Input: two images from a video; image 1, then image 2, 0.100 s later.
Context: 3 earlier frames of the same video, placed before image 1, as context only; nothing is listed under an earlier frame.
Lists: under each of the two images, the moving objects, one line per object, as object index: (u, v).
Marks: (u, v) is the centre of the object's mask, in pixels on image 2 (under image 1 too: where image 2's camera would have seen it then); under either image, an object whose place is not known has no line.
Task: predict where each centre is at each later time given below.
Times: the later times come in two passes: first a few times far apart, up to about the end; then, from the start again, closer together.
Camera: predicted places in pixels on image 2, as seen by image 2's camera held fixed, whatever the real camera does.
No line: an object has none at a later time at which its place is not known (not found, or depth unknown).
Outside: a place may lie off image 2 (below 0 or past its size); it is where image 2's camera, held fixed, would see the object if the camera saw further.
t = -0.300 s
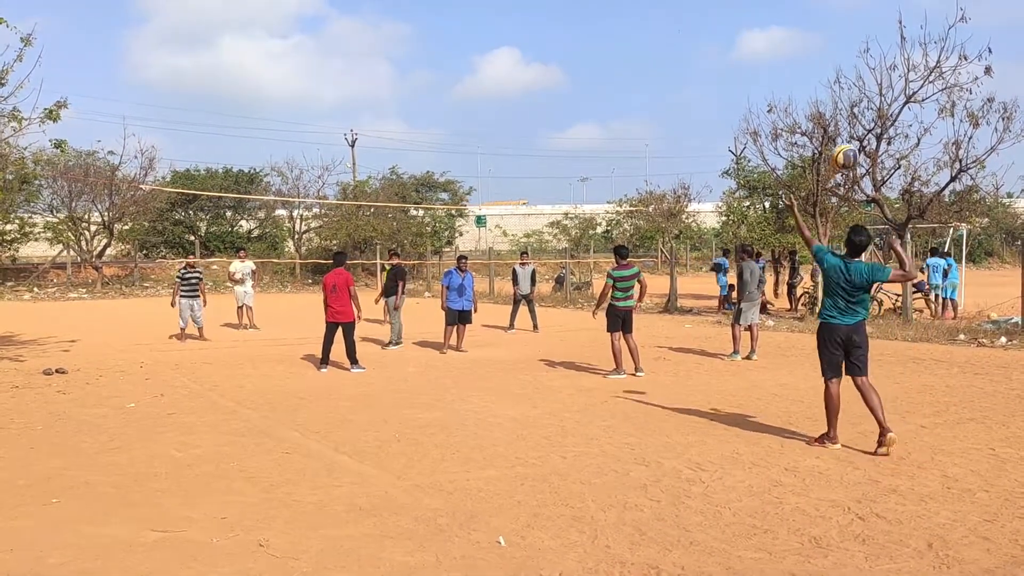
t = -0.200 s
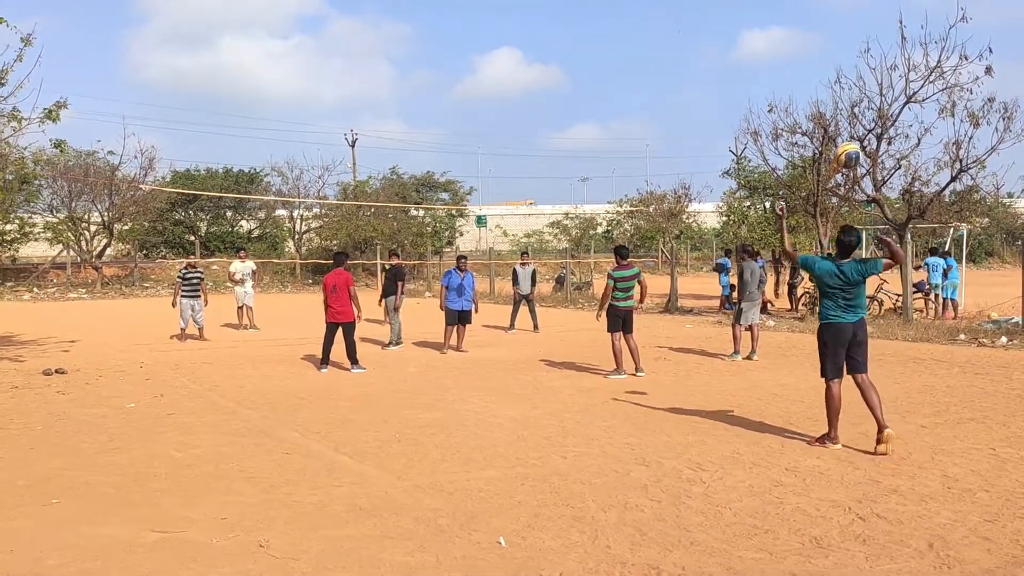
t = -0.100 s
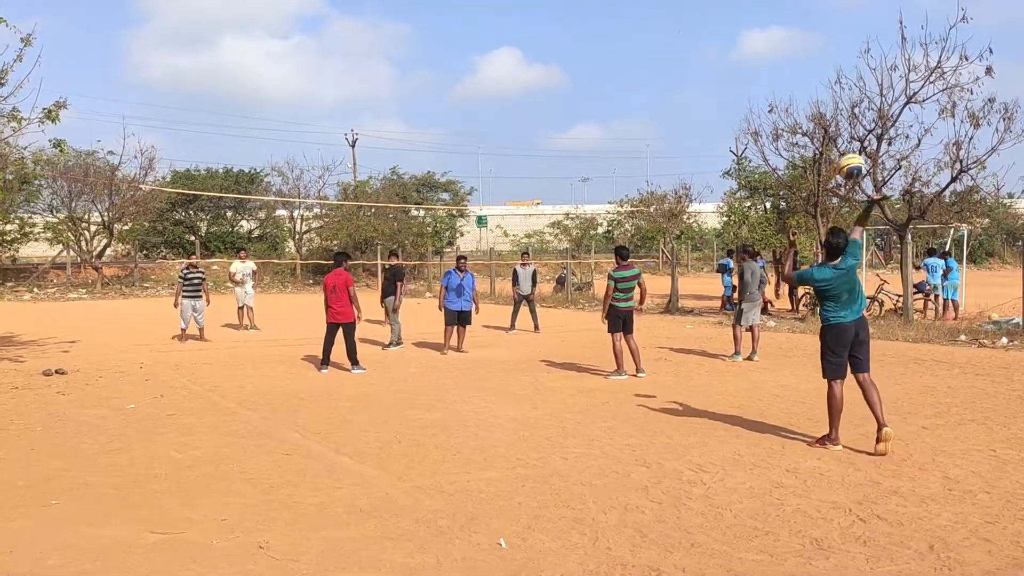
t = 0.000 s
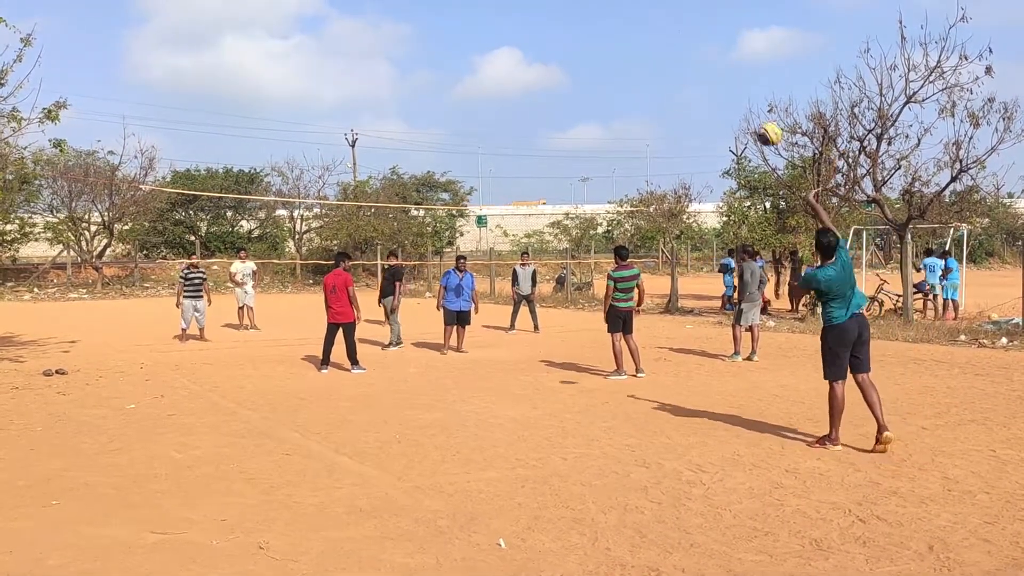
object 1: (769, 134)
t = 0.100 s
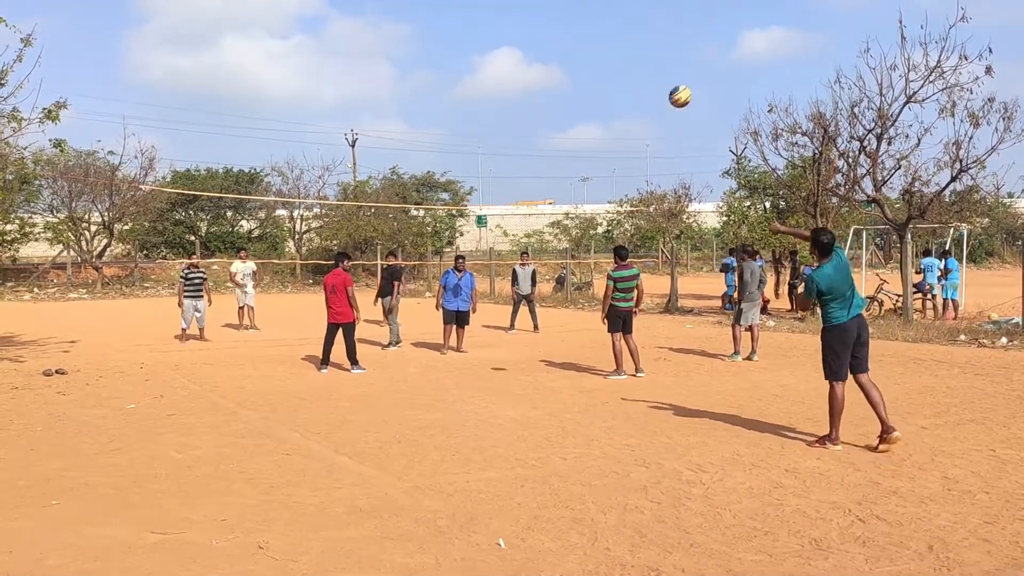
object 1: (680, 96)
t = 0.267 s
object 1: (569, 62)
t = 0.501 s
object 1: (462, 66)
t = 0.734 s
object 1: (386, 105)
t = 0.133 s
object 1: (654, 87)
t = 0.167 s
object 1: (630, 79)
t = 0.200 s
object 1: (608, 72)
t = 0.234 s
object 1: (588, 66)
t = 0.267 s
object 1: (569, 62)
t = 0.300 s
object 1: (550, 60)
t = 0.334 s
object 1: (533, 58)
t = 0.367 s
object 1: (517, 58)
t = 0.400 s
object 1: (502, 59)
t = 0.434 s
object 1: (488, 60)
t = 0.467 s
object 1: (474, 63)
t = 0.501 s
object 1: (462, 66)
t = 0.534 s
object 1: (449, 70)
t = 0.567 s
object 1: (438, 74)
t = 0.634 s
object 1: (416, 85)
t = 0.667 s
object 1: (406, 91)
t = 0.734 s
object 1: (386, 105)
